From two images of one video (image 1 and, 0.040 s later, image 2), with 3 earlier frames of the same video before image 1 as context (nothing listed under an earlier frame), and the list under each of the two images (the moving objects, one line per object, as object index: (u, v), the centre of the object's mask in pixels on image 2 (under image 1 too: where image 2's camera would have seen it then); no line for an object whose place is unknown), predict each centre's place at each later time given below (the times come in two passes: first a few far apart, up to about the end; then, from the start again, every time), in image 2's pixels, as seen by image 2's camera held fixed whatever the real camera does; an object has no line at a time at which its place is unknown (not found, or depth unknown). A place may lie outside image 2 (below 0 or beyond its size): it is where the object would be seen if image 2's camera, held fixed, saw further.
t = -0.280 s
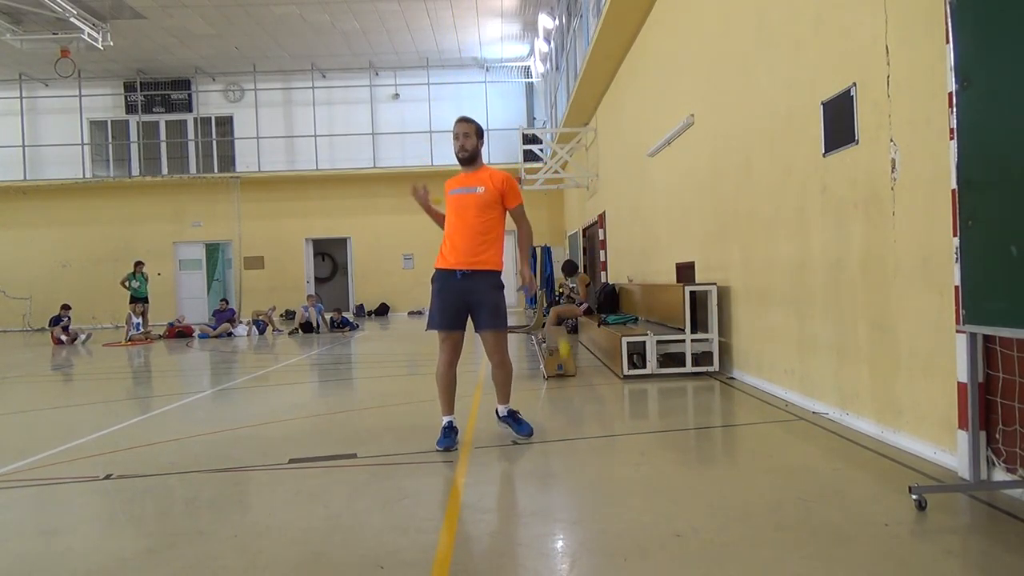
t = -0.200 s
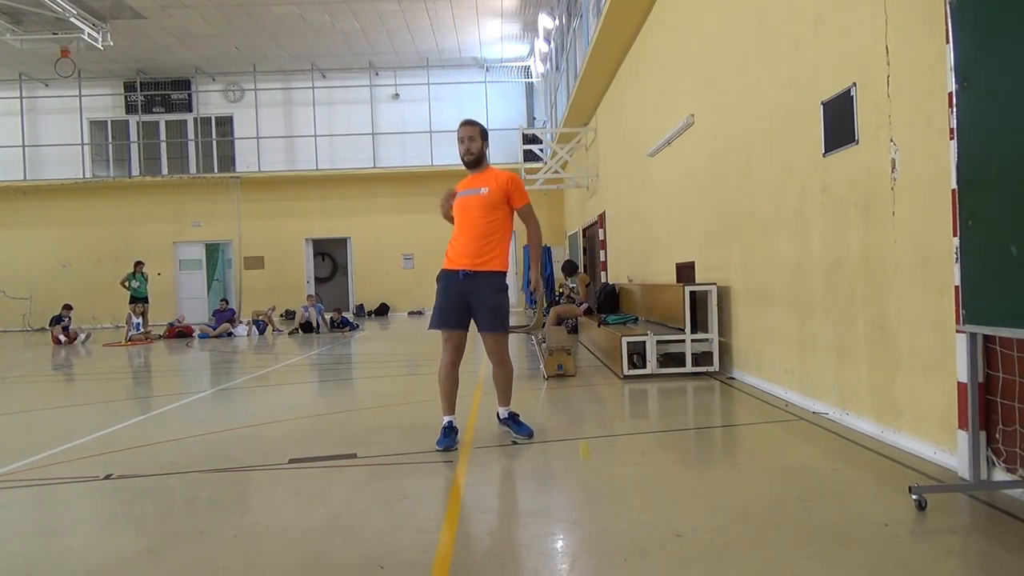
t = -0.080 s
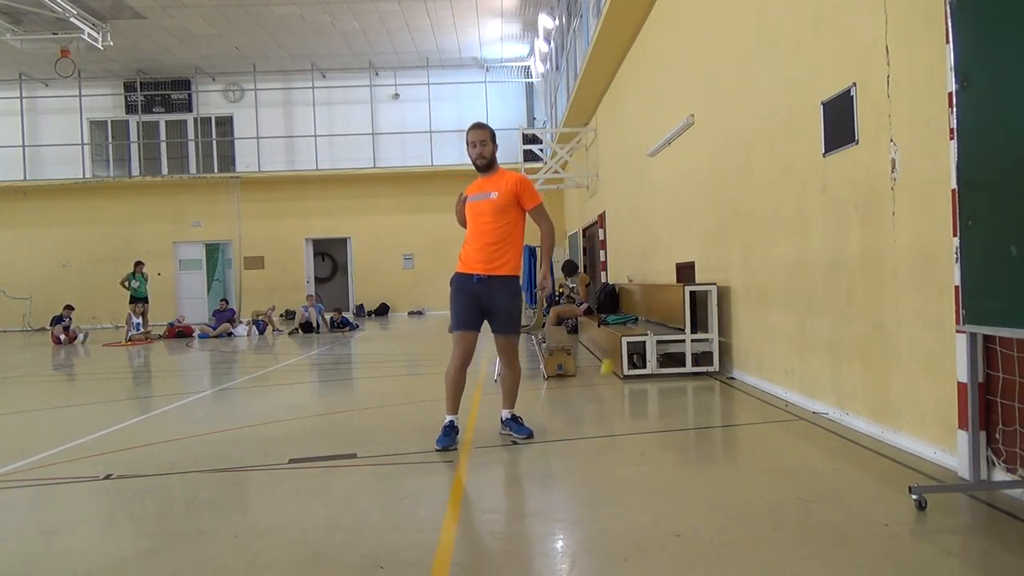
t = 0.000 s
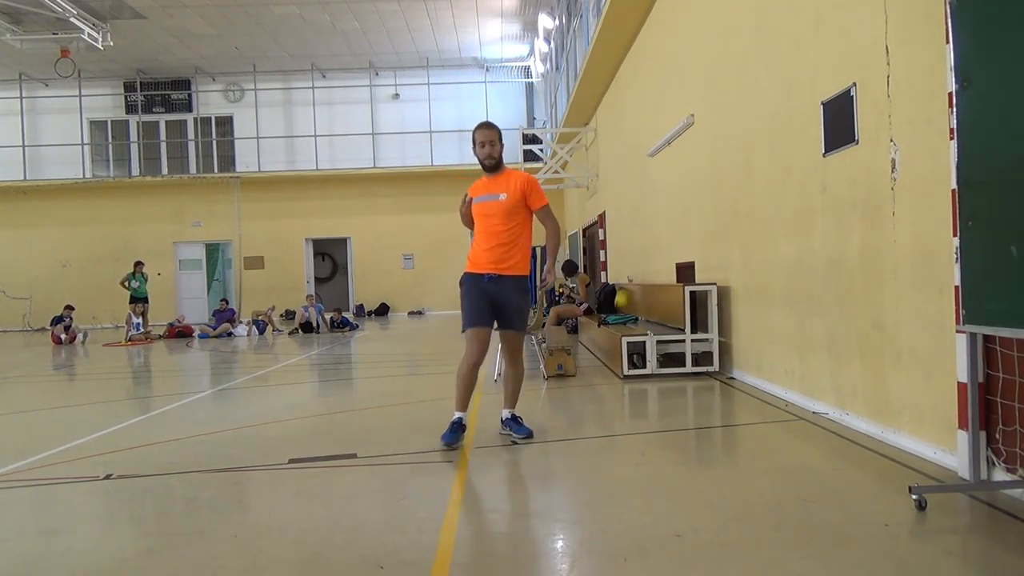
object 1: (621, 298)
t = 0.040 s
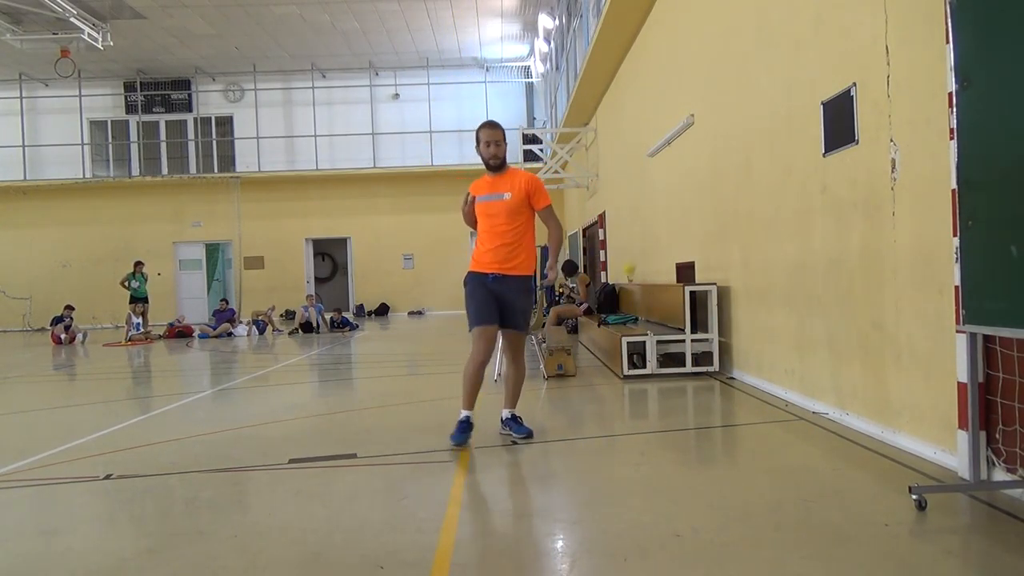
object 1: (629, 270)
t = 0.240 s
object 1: (671, 167)
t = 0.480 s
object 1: (731, 159)
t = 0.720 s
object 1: (801, 299)
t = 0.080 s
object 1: (638, 243)
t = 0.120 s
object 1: (645, 218)
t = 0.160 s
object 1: (654, 197)
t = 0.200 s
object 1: (662, 181)
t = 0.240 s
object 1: (671, 167)
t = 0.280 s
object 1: (681, 156)
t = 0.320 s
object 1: (690, 149)
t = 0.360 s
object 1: (700, 146)
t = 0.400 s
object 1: (710, 146)
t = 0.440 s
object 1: (720, 151)
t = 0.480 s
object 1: (731, 159)
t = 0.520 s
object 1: (742, 172)
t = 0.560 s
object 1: (754, 189)
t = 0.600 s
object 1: (765, 210)
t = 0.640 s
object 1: (777, 236)
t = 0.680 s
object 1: (789, 266)
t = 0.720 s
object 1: (801, 299)
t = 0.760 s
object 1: (814, 340)
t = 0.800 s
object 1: (828, 385)
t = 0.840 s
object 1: (838, 433)
